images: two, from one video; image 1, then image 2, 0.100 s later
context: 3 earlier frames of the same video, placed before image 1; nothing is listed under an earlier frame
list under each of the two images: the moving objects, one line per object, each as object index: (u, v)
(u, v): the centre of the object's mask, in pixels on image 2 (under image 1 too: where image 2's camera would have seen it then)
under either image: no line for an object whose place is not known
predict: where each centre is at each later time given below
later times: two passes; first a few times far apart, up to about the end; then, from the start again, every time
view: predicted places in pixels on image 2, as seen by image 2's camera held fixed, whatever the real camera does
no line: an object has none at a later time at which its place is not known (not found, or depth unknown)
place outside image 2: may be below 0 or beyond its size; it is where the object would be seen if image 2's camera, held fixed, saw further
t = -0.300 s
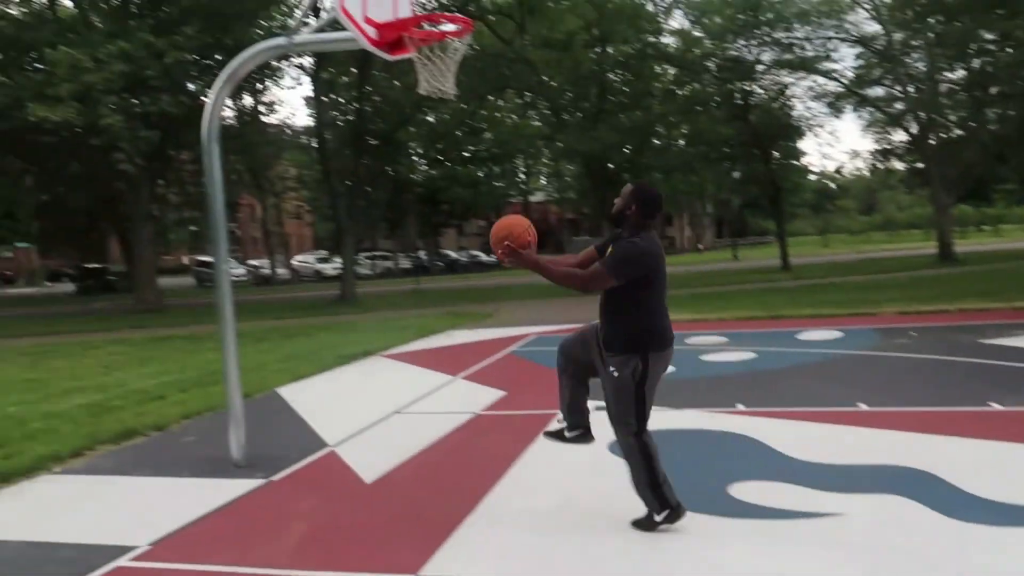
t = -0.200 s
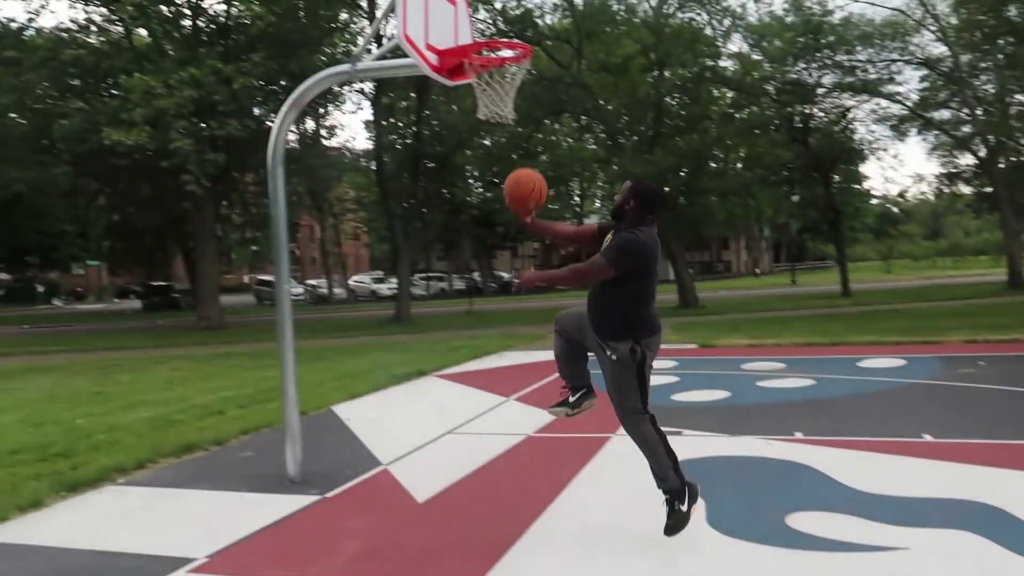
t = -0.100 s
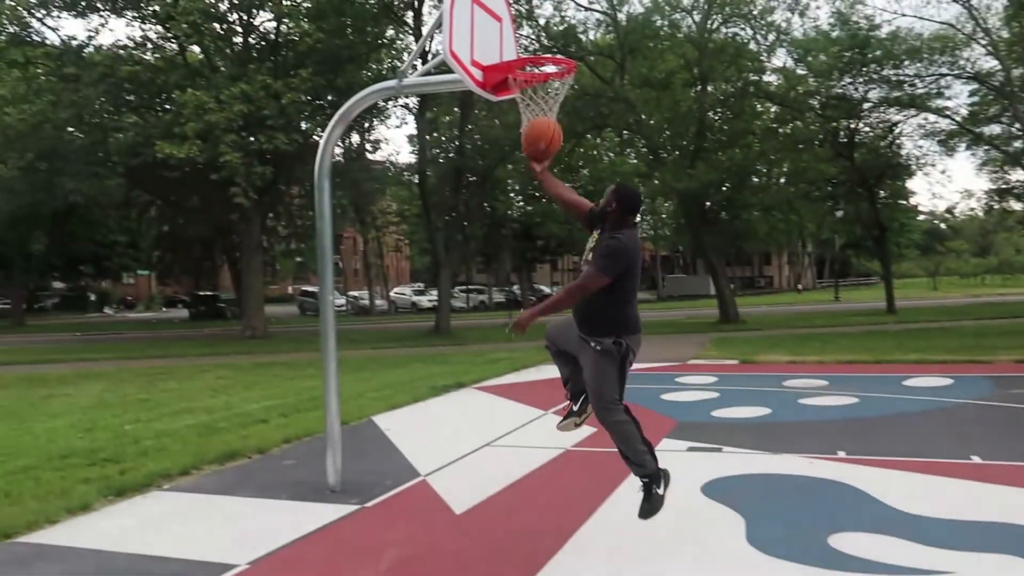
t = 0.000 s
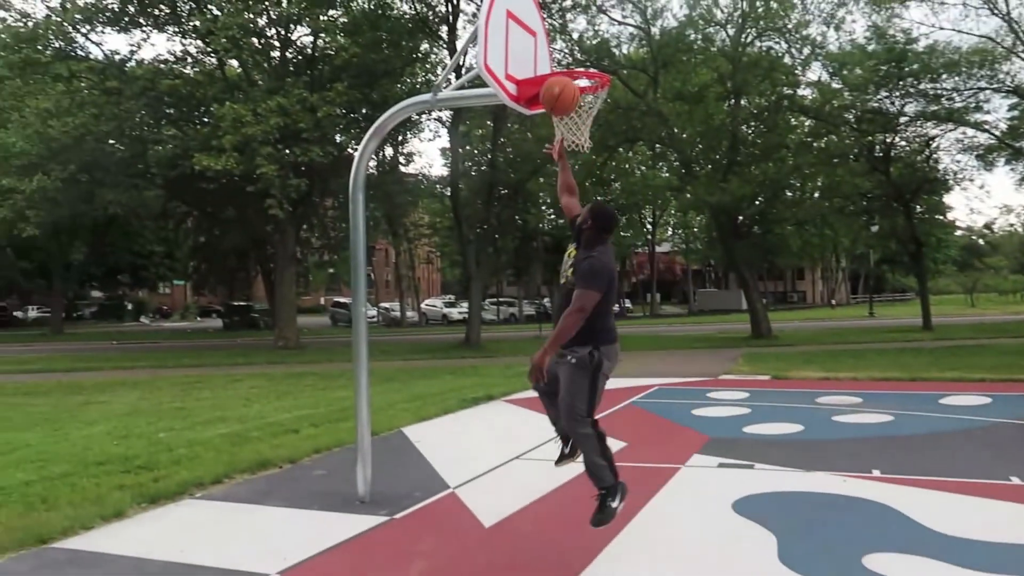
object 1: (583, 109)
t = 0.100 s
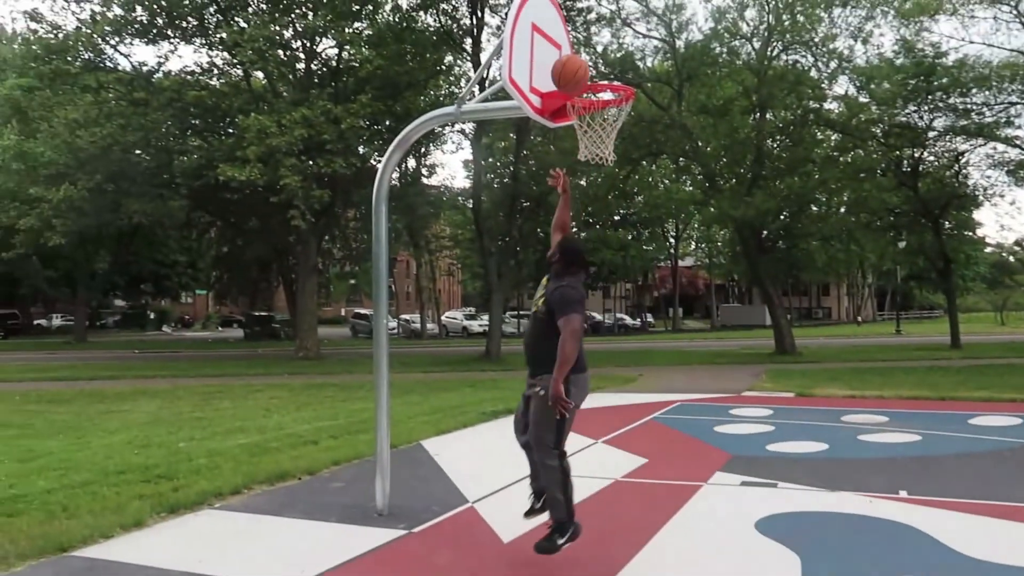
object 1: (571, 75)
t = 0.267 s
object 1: (553, 53)
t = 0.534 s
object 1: (610, 93)
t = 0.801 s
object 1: (617, 143)
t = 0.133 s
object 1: (566, 66)
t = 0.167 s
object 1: (562, 60)
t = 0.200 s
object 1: (559, 56)
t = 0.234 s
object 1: (556, 53)
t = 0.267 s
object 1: (553, 53)
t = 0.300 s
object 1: (560, 52)
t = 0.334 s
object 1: (567, 53)
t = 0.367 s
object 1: (574, 56)
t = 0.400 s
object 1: (581, 60)
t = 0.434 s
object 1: (588, 66)
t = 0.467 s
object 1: (595, 70)
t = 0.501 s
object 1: (602, 74)
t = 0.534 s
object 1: (610, 93)
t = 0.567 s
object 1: (618, 106)
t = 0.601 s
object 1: (623, 116)
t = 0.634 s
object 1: (625, 122)
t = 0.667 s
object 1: (625, 125)
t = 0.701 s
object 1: (623, 128)
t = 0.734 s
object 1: (620, 131)
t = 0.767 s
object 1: (619, 136)
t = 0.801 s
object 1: (617, 143)
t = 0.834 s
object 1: (615, 160)
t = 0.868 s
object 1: (611, 167)
